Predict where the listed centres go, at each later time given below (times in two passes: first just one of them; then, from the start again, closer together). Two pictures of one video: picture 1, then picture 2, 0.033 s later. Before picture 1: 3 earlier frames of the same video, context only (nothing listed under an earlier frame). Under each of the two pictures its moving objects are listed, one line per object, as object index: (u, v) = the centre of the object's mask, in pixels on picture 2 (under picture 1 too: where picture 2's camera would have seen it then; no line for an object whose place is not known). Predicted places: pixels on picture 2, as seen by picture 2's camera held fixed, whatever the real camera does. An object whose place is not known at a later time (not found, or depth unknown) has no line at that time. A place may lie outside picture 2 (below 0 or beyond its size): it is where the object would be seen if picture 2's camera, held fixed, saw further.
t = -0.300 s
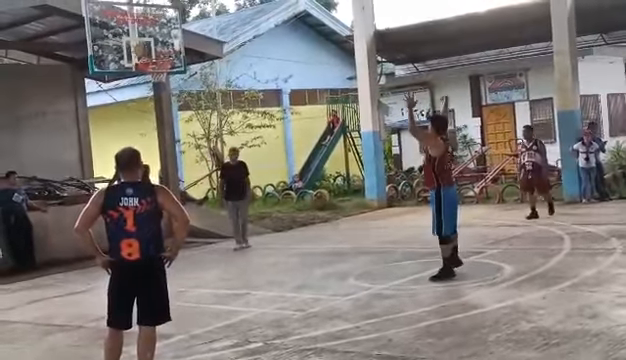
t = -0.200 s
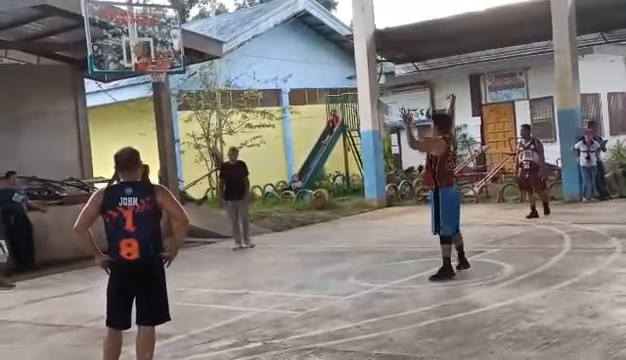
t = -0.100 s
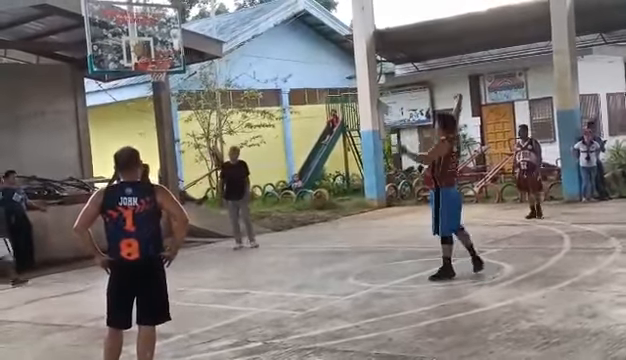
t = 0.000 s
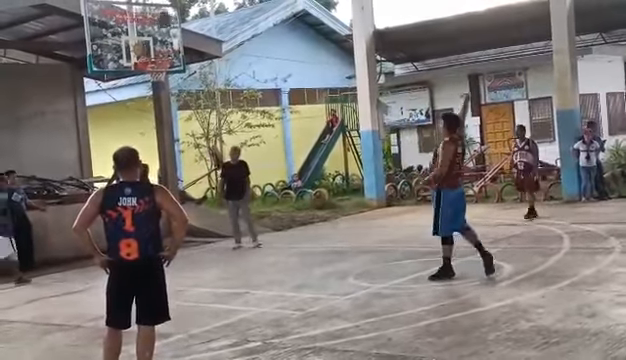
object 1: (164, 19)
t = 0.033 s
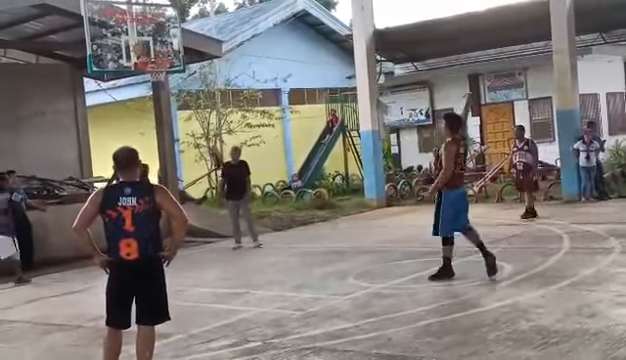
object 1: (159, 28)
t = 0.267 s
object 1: (180, 42)
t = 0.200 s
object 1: (172, 49)
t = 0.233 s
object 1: (179, 46)
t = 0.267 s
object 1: (180, 42)
